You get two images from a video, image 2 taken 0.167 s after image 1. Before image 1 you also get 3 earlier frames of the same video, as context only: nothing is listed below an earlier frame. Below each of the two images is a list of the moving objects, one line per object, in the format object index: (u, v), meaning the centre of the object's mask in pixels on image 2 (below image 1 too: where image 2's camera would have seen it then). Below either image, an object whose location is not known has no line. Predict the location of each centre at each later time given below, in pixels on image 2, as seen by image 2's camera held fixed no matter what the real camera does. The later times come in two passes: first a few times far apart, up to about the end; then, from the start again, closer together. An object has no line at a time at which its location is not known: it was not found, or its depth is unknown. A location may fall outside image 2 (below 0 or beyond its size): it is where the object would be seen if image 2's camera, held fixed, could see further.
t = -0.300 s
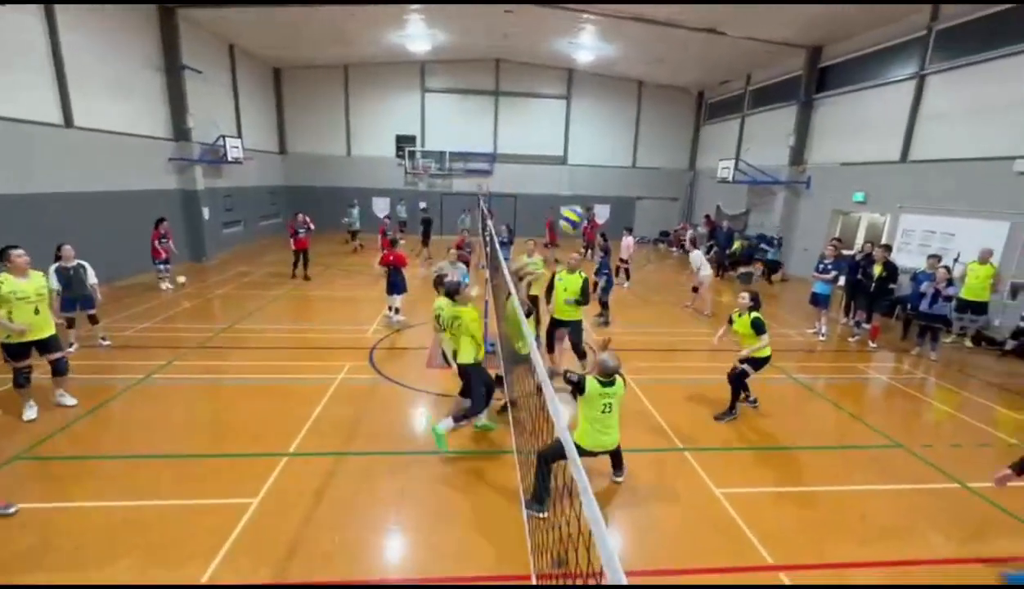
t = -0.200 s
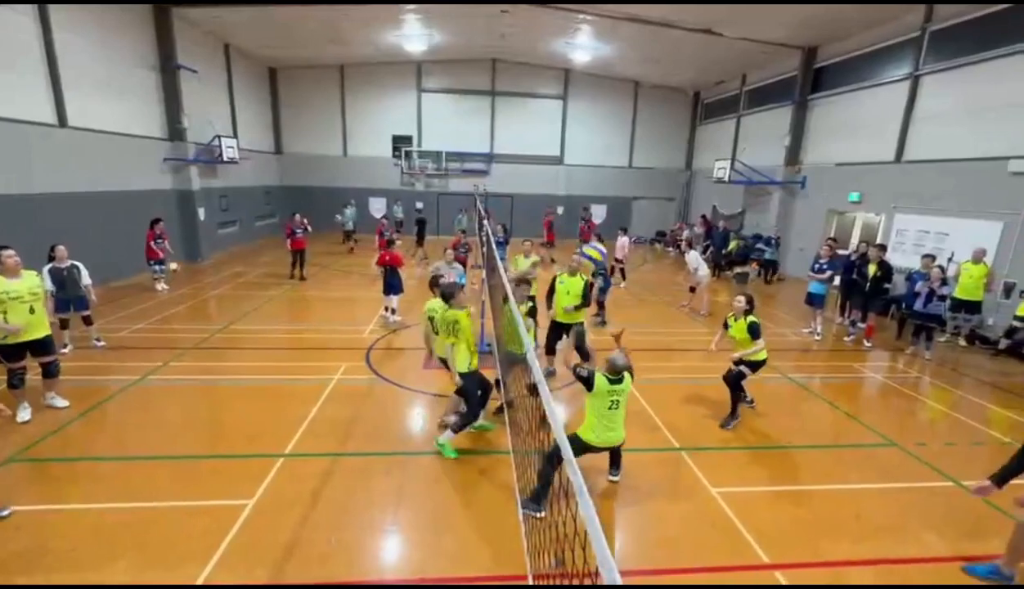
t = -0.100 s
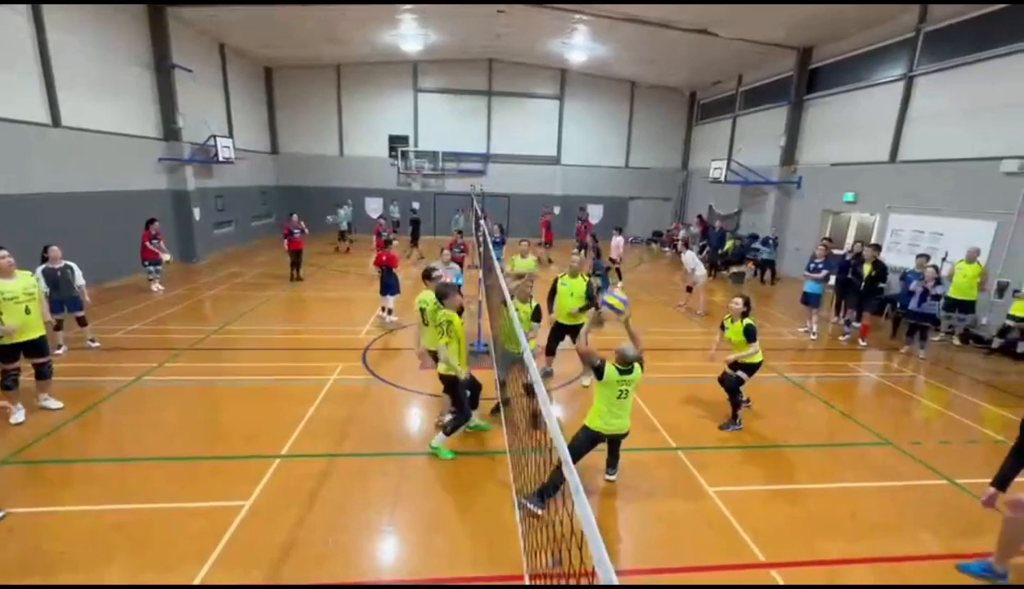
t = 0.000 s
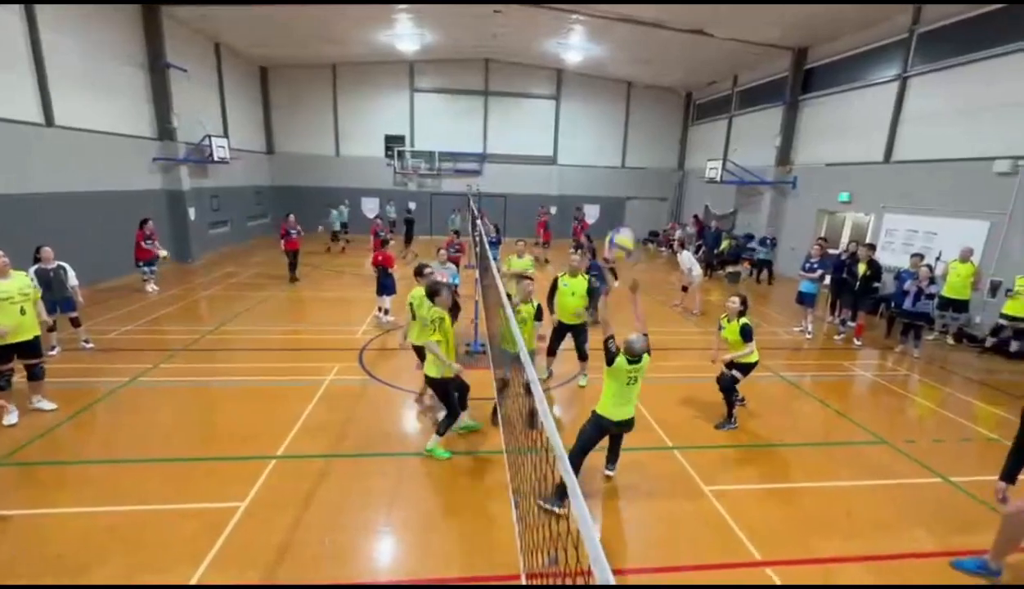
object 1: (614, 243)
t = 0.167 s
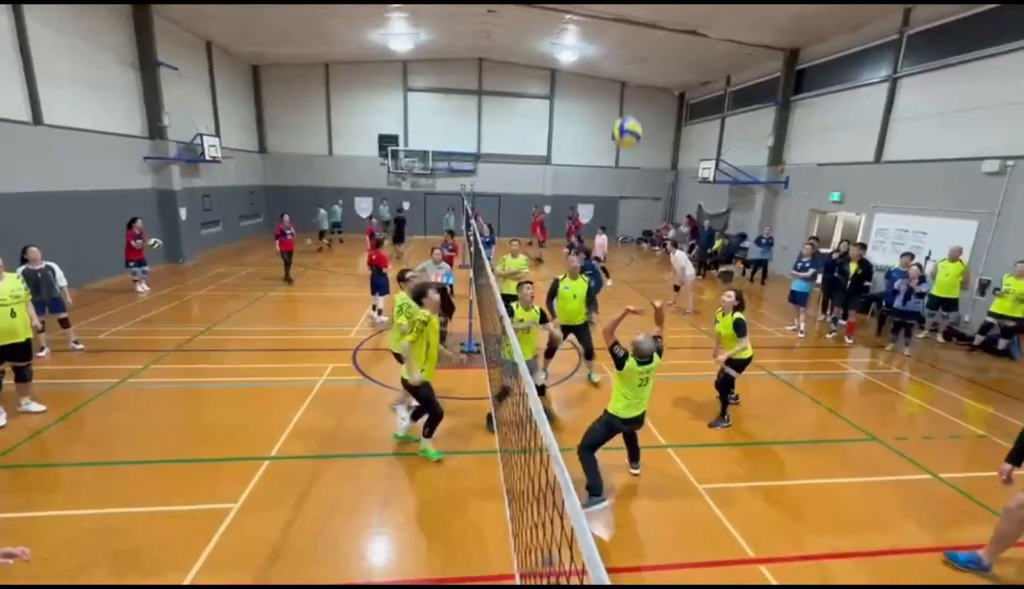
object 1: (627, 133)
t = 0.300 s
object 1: (634, 69)
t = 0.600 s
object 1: (644, 15)
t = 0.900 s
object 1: (641, 59)
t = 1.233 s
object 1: (628, 205)
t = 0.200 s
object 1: (629, 114)
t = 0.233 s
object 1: (631, 97)
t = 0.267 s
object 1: (633, 82)
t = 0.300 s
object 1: (634, 69)
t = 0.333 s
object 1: (636, 55)
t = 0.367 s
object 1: (637, 45)
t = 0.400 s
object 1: (639, 35)
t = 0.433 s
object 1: (639, 27)
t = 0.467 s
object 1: (640, 21)
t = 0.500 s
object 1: (641, 17)
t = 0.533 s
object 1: (642, 16)
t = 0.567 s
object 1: (643, 15)
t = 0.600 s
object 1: (644, 15)
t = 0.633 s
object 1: (643, 15)
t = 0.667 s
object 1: (644, 16)
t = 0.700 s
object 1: (644, 18)
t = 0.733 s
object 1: (644, 20)
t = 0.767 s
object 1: (642, 24)
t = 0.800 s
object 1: (642, 31)
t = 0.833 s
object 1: (643, 39)
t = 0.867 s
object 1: (642, 48)
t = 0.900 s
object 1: (641, 59)
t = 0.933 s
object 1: (640, 69)
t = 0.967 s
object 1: (640, 81)
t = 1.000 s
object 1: (639, 95)
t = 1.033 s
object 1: (638, 109)
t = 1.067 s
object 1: (637, 123)
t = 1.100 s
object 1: (635, 138)
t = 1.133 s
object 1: (634, 155)
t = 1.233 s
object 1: (628, 205)
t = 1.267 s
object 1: (626, 222)
